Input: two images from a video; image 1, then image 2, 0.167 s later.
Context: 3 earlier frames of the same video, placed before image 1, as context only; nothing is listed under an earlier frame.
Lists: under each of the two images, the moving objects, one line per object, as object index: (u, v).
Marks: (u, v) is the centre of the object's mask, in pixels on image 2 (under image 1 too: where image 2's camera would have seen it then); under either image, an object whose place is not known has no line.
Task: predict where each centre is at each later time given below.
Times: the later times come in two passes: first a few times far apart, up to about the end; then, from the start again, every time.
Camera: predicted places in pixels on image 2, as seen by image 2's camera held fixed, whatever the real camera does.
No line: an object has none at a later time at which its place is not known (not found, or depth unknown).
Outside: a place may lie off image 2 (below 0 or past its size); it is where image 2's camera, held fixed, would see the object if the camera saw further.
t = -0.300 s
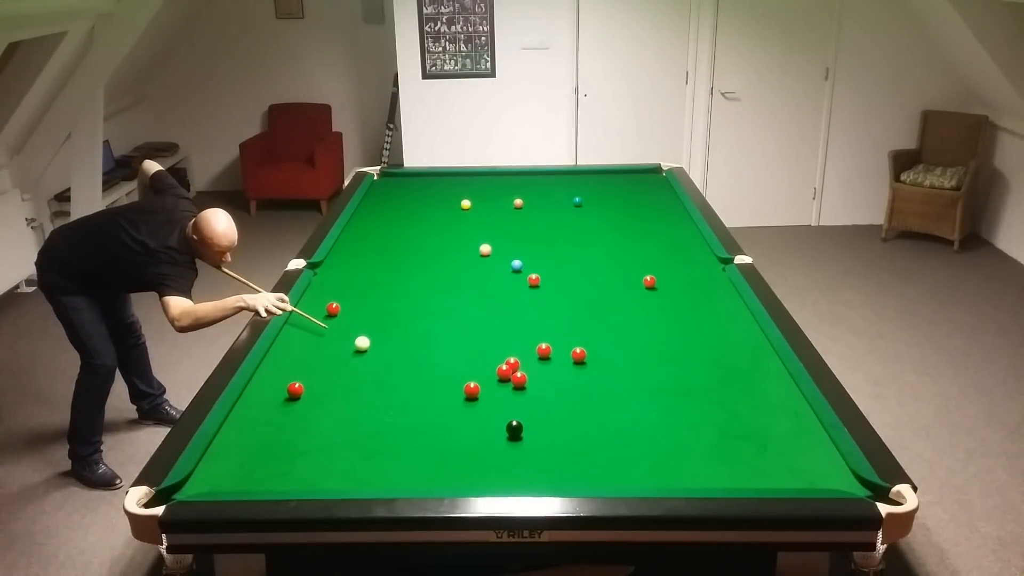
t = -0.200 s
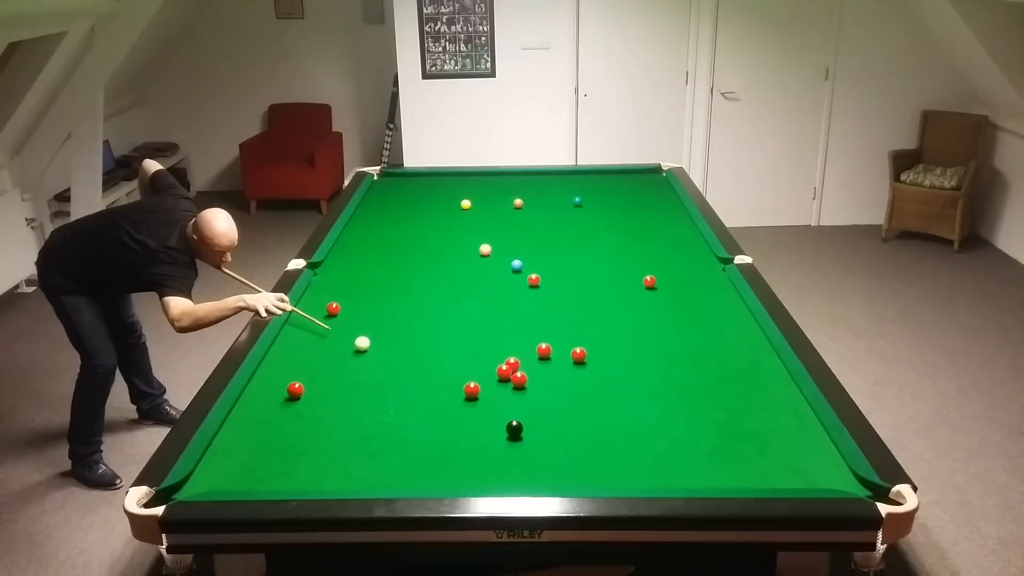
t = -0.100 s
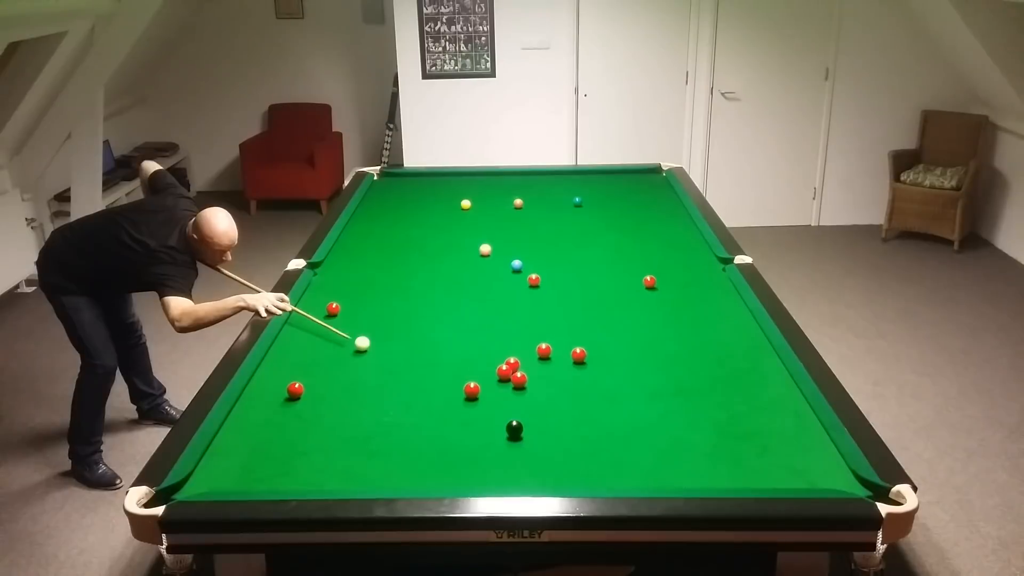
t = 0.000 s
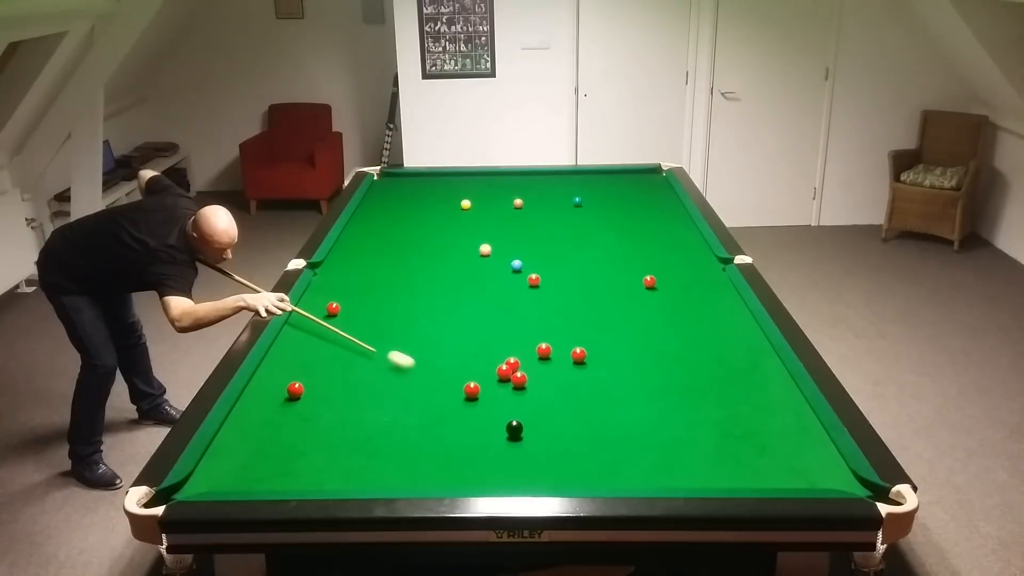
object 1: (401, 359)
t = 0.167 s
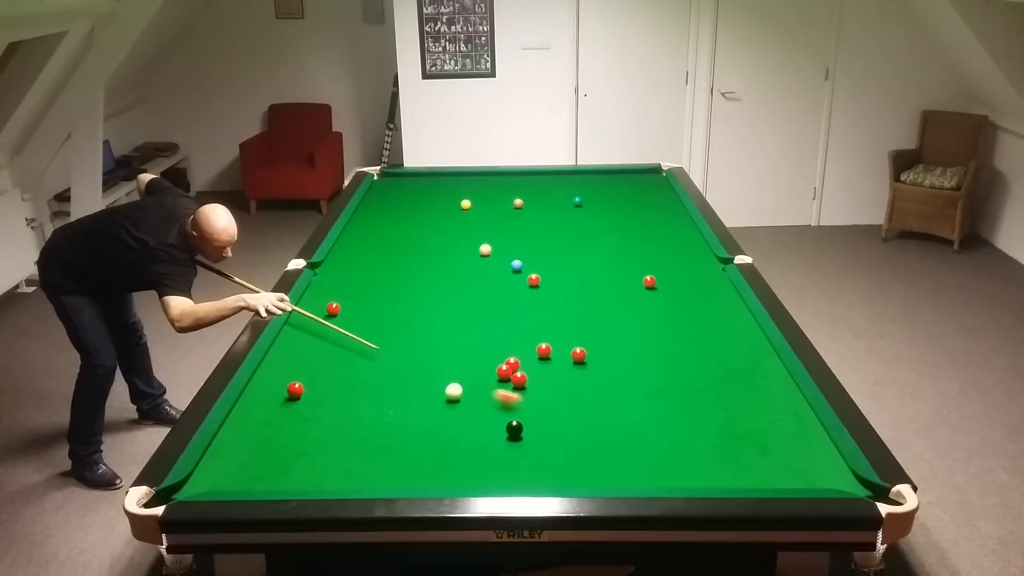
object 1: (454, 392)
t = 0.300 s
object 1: (449, 403)
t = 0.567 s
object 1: (439, 428)
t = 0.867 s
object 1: (428, 457)
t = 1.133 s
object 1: (417, 482)
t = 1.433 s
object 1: (409, 468)
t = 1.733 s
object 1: (401, 454)
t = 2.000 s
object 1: (396, 443)
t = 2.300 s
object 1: (390, 432)
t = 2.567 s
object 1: (386, 424)
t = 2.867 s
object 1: (383, 417)
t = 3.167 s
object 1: (380, 412)
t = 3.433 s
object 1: (378, 408)
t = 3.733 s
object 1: (376, 404)
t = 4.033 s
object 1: (375, 402)
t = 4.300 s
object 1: (374, 401)
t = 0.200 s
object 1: (452, 395)
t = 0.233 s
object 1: (451, 397)
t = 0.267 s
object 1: (450, 400)
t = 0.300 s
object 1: (449, 403)
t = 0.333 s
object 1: (448, 406)
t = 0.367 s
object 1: (446, 409)
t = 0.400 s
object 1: (445, 412)
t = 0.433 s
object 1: (444, 415)
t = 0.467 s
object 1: (443, 418)
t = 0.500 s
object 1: (442, 422)
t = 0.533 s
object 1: (440, 425)
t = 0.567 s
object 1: (439, 428)
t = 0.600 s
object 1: (438, 431)
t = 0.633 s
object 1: (437, 434)
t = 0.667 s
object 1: (436, 437)
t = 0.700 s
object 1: (434, 441)
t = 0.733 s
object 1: (433, 444)
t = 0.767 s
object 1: (432, 447)
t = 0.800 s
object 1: (430, 450)
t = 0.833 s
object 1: (429, 454)
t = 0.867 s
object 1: (428, 457)
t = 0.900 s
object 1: (426, 461)
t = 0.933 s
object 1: (425, 464)
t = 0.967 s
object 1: (424, 467)
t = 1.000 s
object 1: (422, 471)
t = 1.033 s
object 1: (421, 474)
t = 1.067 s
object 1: (420, 477)
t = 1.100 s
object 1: (419, 479)
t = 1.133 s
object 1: (417, 482)
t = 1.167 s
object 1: (416, 481)
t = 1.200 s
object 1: (415, 479)
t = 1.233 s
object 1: (414, 478)
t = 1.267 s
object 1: (413, 477)
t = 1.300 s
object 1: (412, 476)
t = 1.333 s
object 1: (412, 474)
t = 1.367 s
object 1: (411, 472)
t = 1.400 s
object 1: (410, 470)
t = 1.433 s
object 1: (409, 468)
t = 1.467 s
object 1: (408, 467)
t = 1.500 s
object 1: (407, 465)
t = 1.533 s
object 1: (406, 463)
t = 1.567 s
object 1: (406, 461)
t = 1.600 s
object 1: (405, 460)
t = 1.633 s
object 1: (404, 458)
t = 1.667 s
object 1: (403, 457)
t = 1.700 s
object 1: (402, 455)
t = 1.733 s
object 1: (401, 454)
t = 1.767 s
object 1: (401, 452)
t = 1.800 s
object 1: (400, 451)
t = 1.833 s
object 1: (399, 449)
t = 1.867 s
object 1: (399, 448)
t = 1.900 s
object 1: (398, 447)
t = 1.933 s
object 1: (397, 445)
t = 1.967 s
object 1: (396, 444)
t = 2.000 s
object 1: (396, 443)
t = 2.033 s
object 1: (395, 441)
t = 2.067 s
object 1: (394, 440)
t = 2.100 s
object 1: (394, 439)
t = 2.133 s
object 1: (393, 438)
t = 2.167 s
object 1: (393, 437)
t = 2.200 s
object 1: (392, 436)
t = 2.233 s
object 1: (391, 434)
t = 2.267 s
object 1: (391, 433)
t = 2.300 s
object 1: (390, 432)
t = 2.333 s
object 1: (390, 431)
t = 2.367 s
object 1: (389, 430)
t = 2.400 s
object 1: (389, 429)
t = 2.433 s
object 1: (388, 428)
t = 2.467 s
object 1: (388, 427)
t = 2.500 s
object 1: (387, 426)
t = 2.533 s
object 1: (387, 425)
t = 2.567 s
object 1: (386, 424)
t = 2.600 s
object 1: (386, 424)
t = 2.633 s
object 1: (386, 423)
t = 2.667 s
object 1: (385, 422)
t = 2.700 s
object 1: (385, 421)
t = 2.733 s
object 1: (384, 420)
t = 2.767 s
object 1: (384, 420)
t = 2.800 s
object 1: (383, 419)
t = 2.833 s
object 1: (383, 418)
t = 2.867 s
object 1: (383, 417)
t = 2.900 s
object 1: (382, 417)
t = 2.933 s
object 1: (382, 416)
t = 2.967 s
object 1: (381, 415)
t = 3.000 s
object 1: (381, 415)
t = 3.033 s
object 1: (381, 414)
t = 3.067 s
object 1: (381, 413)
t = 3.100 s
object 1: (380, 413)
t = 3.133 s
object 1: (380, 412)
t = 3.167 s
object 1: (380, 412)
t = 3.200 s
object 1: (379, 411)
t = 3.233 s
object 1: (379, 411)
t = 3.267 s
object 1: (379, 410)
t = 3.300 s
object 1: (379, 410)
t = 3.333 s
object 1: (378, 409)
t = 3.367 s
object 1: (378, 409)
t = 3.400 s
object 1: (378, 408)
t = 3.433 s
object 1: (378, 408)
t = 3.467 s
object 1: (377, 407)
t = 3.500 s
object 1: (377, 407)
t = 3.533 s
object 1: (377, 407)
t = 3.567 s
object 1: (377, 406)
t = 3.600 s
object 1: (376, 406)
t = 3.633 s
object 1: (376, 405)
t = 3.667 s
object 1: (376, 405)
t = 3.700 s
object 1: (376, 405)
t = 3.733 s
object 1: (376, 404)
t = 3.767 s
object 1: (376, 404)
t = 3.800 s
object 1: (376, 404)
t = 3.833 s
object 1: (376, 403)
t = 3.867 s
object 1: (375, 403)
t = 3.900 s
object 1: (375, 403)
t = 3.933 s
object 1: (375, 403)
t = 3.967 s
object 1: (375, 403)
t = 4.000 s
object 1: (375, 402)
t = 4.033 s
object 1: (375, 402)
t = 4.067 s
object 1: (375, 402)
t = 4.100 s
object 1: (375, 402)
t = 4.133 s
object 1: (375, 402)
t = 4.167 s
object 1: (375, 402)
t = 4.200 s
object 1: (374, 402)
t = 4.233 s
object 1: (374, 402)
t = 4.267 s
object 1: (374, 402)
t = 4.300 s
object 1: (374, 401)
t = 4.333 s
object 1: (374, 401)
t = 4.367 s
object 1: (374, 401)
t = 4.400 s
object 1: (374, 401)
